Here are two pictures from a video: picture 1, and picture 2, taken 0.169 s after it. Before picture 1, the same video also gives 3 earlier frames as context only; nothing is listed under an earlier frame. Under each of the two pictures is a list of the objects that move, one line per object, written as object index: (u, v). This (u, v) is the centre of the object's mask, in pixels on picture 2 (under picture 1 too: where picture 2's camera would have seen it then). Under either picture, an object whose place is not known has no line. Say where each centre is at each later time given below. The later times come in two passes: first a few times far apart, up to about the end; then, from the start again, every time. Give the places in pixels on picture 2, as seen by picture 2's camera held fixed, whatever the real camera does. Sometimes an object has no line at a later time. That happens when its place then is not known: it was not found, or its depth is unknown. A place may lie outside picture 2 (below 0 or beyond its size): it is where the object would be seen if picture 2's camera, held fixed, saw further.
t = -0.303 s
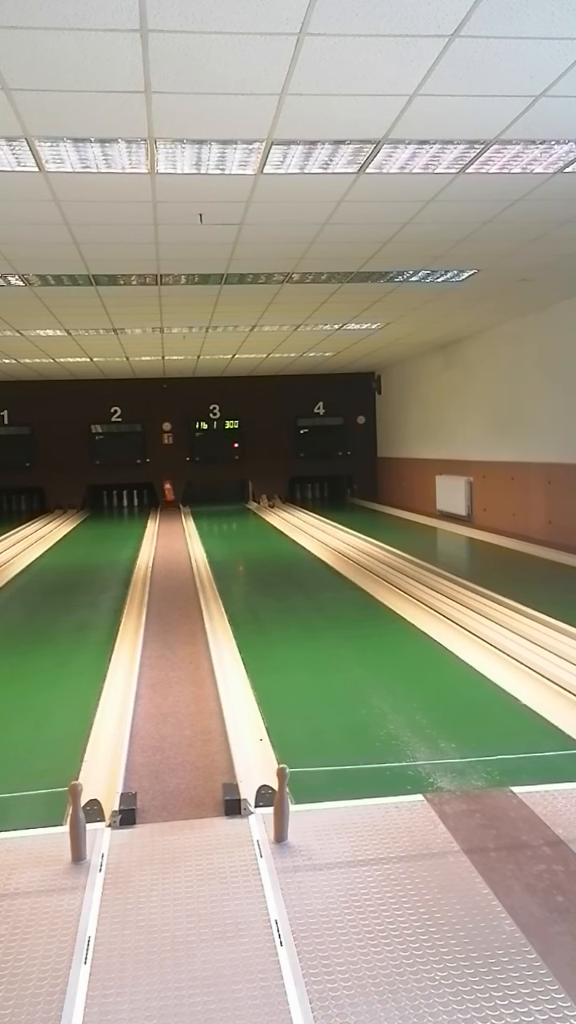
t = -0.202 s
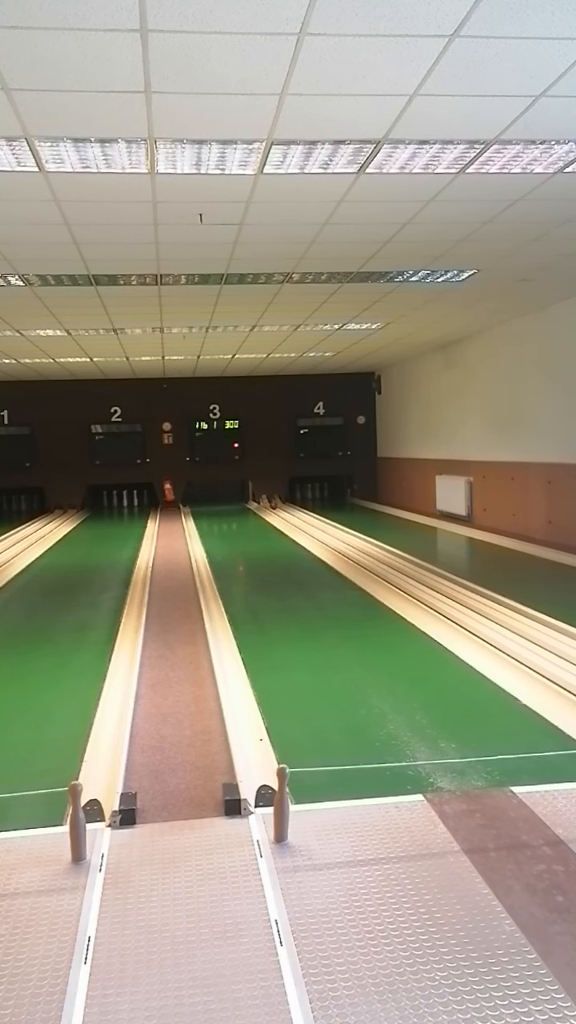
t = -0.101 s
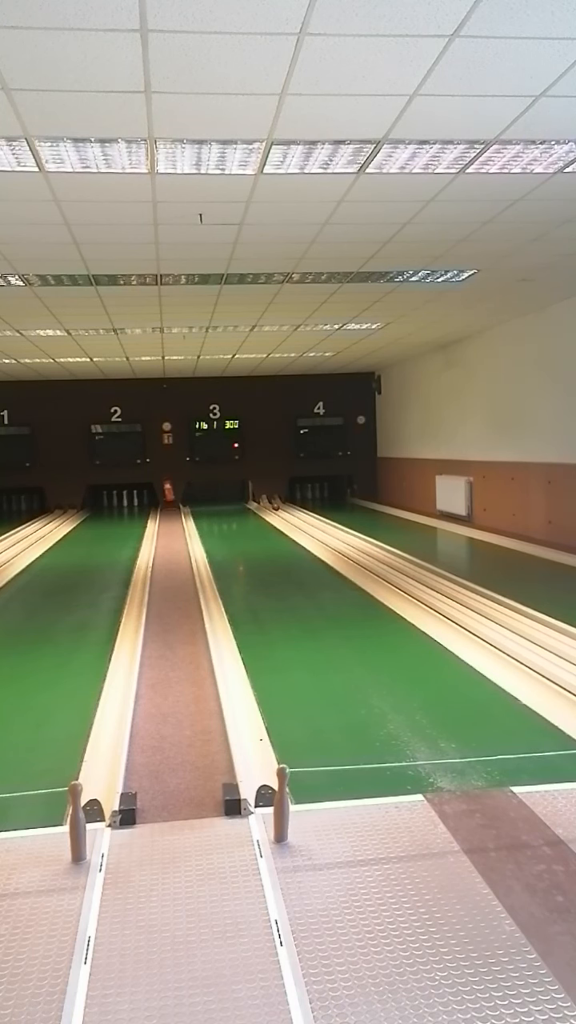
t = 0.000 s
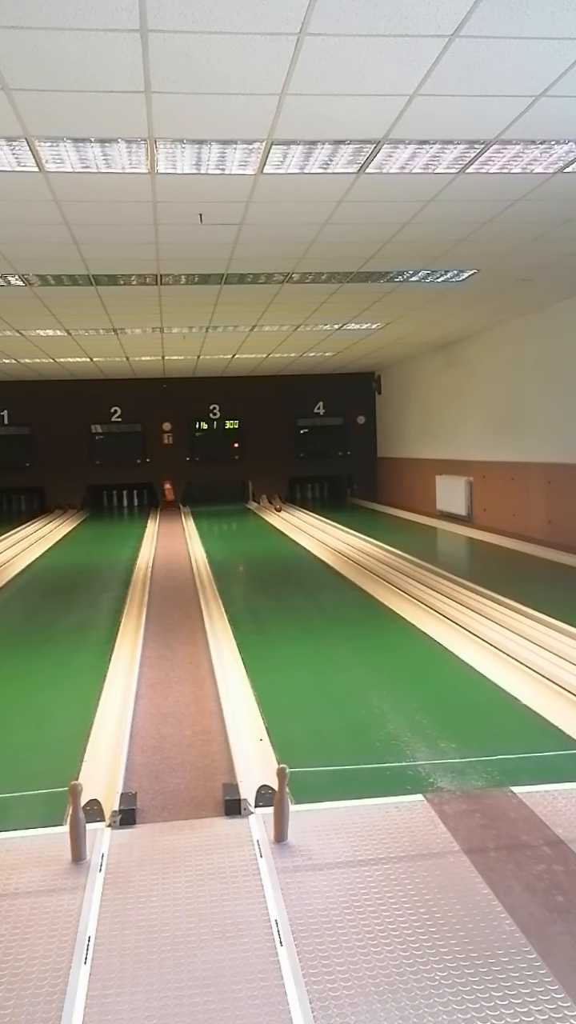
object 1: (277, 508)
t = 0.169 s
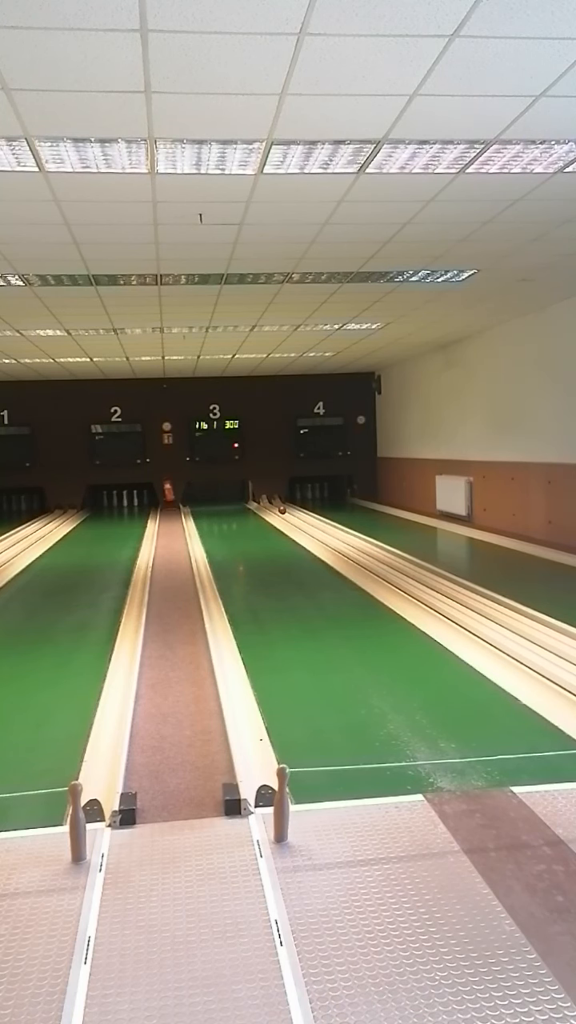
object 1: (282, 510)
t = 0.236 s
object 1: (283, 511)
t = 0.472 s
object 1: (290, 514)
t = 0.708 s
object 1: (297, 518)
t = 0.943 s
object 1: (305, 522)
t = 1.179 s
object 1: (313, 527)
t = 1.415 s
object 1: (323, 532)
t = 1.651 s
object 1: (335, 538)
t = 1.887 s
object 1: (348, 545)
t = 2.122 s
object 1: (363, 554)
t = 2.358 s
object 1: (381, 563)
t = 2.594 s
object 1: (402, 574)
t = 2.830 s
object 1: (428, 588)
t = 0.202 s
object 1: (283, 510)
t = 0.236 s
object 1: (283, 511)
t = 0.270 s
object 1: (284, 511)
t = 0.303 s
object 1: (285, 512)
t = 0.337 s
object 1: (286, 512)
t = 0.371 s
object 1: (287, 513)
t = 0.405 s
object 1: (288, 513)
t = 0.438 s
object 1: (289, 514)
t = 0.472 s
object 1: (290, 514)
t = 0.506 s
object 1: (290, 515)
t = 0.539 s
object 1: (292, 515)
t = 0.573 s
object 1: (293, 516)
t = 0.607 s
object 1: (294, 516)
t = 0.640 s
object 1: (295, 517)
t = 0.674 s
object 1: (296, 518)
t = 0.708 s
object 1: (297, 518)
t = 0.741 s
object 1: (298, 518)
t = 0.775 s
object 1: (299, 519)
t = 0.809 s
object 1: (300, 520)
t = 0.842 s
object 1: (301, 520)
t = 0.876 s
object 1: (302, 521)
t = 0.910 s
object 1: (303, 521)
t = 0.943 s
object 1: (305, 522)
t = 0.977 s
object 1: (306, 523)
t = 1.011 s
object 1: (307, 523)
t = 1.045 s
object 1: (308, 524)
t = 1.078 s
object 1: (309, 525)
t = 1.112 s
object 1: (310, 525)
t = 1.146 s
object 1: (312, 526)
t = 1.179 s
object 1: (313, 527)
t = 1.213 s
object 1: (315, 527)
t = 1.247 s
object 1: (316, 528)
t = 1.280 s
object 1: (317, 529)
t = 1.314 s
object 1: (319, 530)
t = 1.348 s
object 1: (320, 530)
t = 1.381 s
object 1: (322, 531)
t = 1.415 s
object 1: (323, 532)
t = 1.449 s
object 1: (325, 533)
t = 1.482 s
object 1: (327, 534)
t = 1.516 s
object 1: (328, 534)
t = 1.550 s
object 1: (330, 535)
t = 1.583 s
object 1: (331, 536)
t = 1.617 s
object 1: (333, 537)
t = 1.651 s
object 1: (335, 538)
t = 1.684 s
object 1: (337, 539)
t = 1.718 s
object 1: (339, 540)
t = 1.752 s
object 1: (341, 541)
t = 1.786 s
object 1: (342, 542)
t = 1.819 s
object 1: (344, 543)
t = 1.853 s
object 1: (346, 544)
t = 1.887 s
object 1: (348, 545)
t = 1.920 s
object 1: (350, 546)
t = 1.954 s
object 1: (352, 547)
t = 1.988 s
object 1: (354, 549)
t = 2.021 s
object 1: (357, 550)
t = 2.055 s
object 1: (359, 551)
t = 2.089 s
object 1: (361, 552)
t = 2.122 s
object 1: (363, 554)
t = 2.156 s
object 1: (366, 555)
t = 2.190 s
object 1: (368, 556)
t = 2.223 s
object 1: (371, 557)
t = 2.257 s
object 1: (373, 559)
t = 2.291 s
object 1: (376, 560)
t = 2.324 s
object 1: (378, 561)
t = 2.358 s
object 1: (381, 563)
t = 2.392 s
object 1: (384, 564)
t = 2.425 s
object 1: (387, 566)
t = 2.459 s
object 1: (390, 568)
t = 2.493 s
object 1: (393, 569)
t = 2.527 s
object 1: (396, 570)
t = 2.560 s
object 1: (399, 572)
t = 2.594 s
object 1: (402, 574)
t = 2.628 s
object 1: (406, 576)
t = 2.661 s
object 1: (409, 577)
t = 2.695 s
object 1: (412, 579)
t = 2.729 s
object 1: (416, 581)
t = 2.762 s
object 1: (420, 583)
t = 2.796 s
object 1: (424, 586)
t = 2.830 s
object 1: (428, 588)
